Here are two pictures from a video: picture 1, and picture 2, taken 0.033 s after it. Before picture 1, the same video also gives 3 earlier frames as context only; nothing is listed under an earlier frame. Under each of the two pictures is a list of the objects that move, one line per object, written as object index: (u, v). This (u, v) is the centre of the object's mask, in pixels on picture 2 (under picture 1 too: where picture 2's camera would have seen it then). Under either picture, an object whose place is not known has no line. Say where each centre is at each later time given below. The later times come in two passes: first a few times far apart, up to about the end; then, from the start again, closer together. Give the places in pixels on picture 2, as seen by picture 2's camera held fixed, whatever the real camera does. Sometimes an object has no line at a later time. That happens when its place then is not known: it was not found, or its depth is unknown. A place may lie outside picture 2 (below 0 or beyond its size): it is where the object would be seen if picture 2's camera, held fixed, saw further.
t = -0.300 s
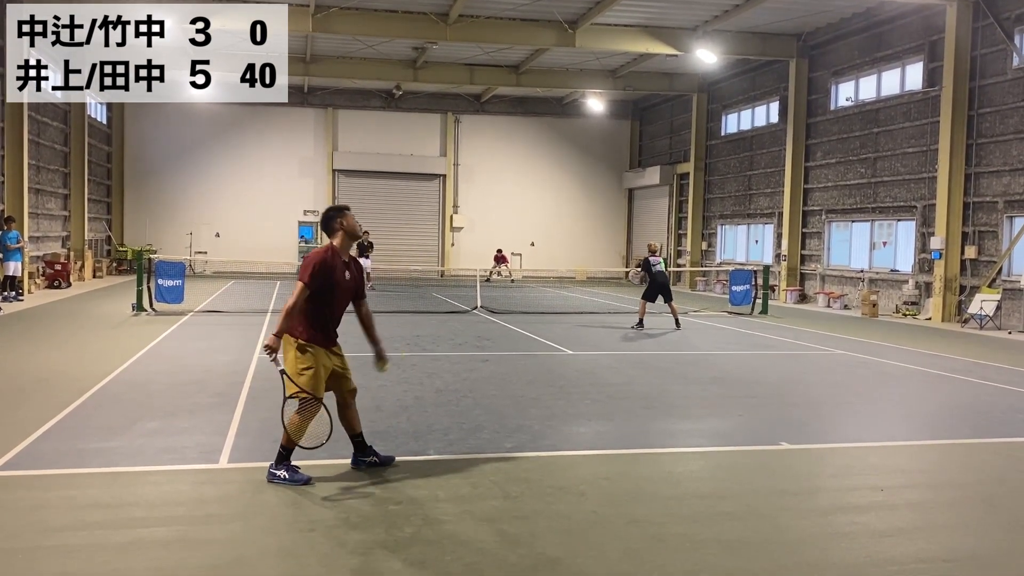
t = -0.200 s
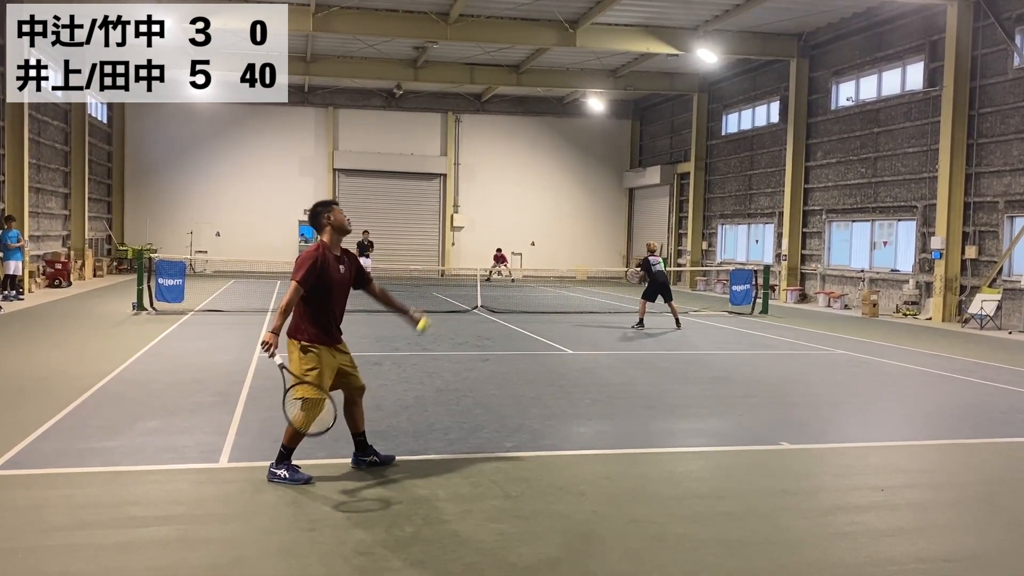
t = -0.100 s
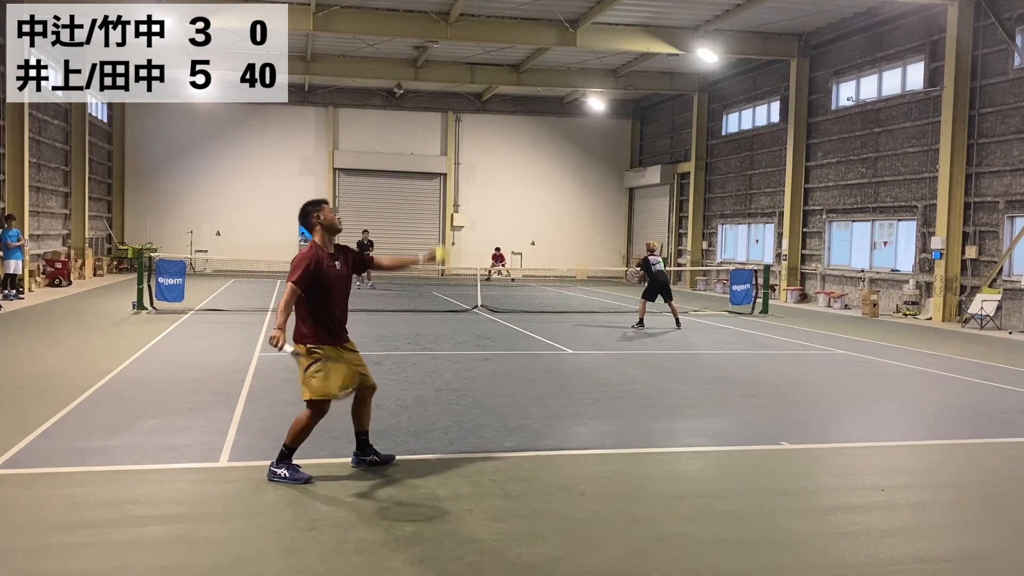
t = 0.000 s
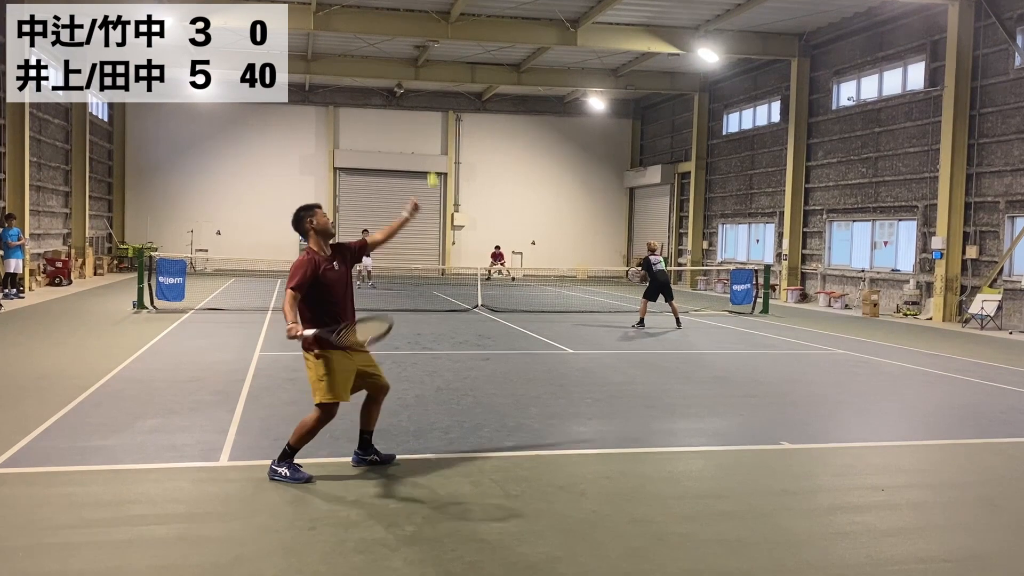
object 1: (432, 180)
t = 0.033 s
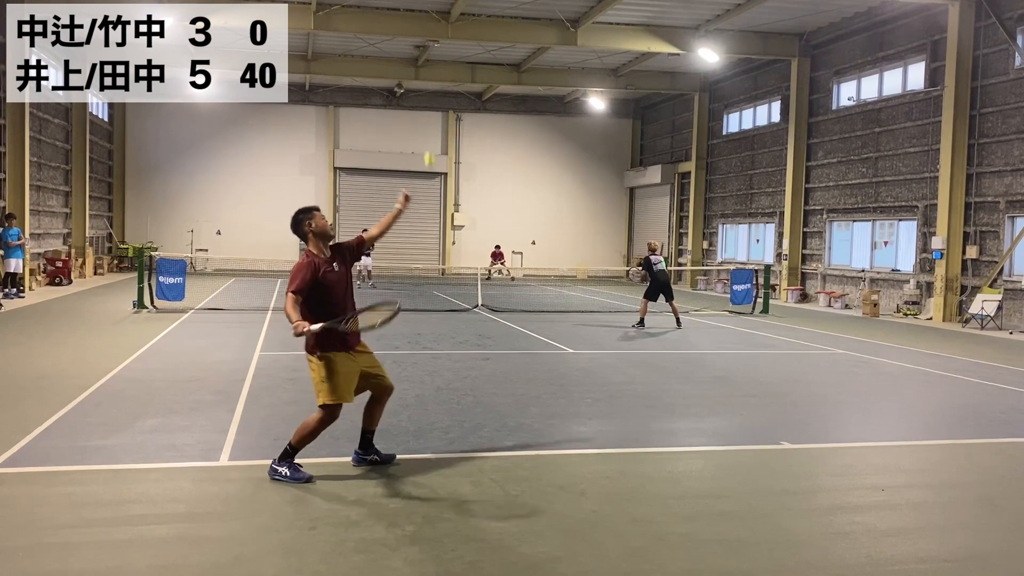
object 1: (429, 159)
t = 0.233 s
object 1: (409, 71)
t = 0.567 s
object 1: (376, 56)
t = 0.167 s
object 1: (416, 93)
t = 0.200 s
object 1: (412, 80)
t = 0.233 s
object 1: (409, 71)
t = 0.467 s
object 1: (386, 44)
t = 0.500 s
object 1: (383, 47)
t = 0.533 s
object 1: (380, 51)
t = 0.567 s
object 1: (376, 56)
